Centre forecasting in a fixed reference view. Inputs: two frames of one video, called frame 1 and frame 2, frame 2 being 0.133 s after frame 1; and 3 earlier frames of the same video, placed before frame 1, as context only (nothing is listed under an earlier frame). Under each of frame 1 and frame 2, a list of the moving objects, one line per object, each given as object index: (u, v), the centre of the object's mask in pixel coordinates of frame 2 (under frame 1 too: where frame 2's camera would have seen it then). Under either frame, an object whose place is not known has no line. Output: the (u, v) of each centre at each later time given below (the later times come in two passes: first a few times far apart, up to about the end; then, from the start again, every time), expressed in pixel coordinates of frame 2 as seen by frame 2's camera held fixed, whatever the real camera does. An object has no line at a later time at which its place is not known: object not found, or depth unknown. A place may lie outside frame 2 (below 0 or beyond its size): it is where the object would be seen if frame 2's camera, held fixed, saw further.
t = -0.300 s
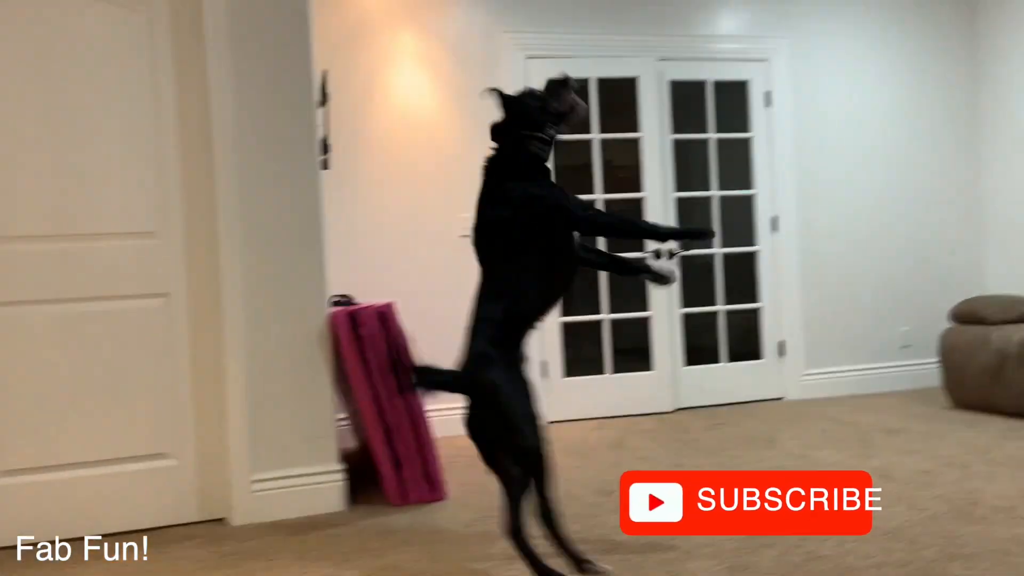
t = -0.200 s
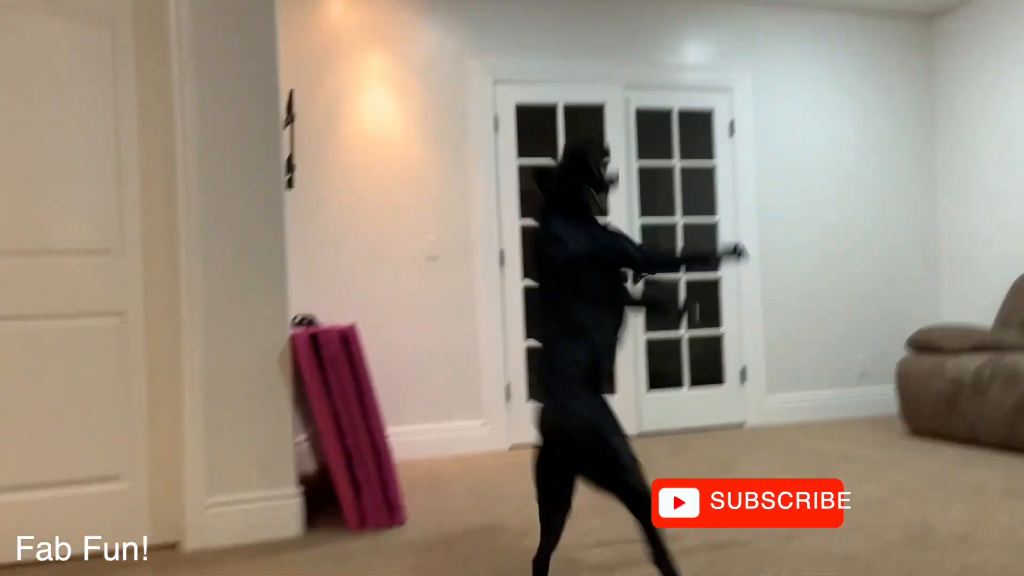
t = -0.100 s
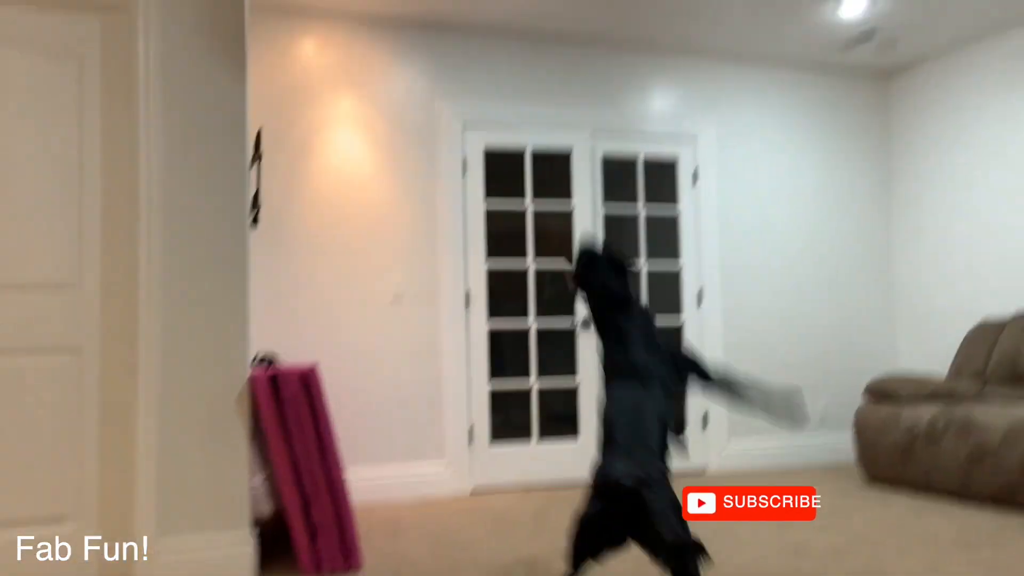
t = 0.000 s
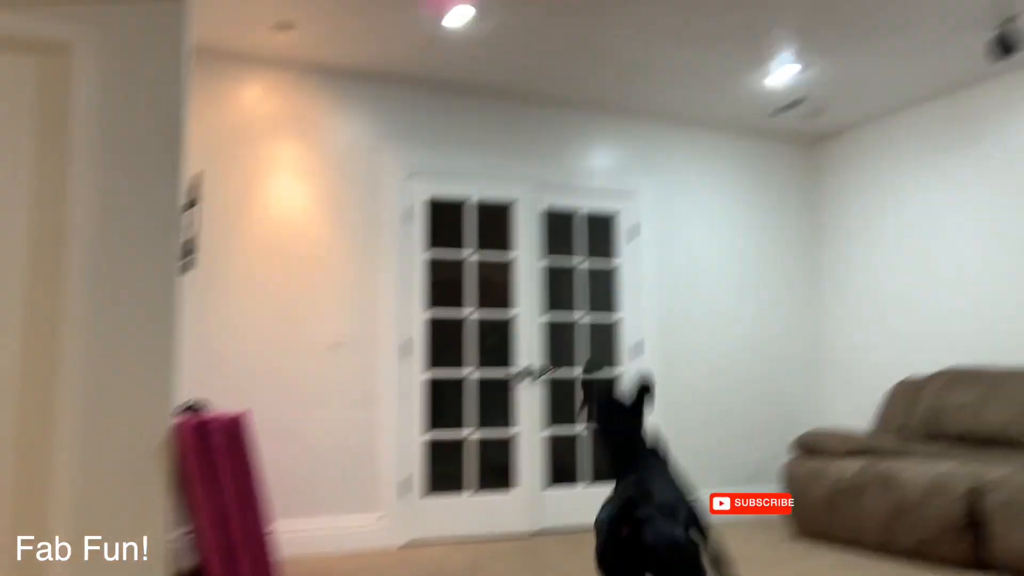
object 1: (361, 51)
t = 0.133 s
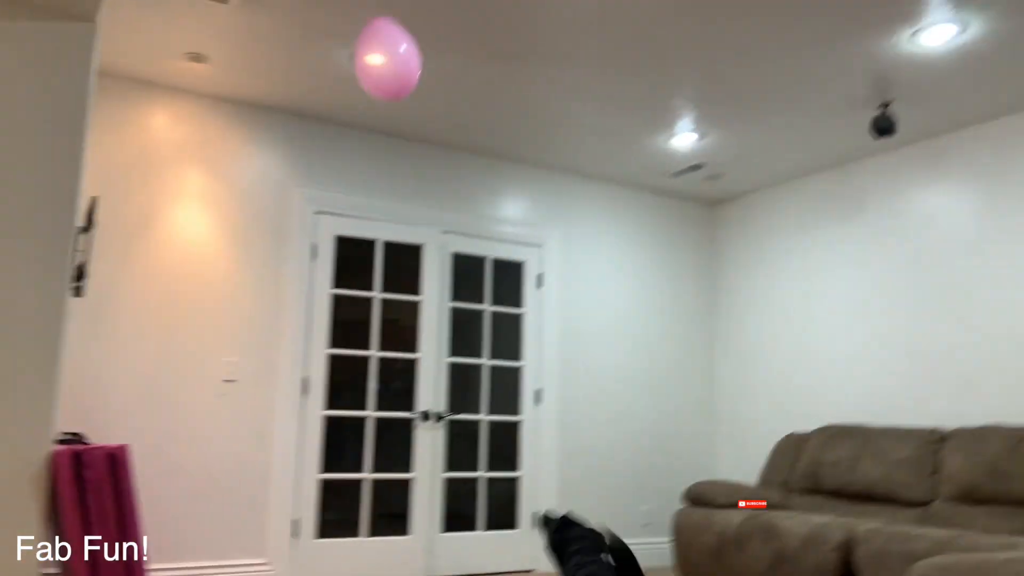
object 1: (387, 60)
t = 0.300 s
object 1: (409, 110)
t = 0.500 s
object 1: (432, 179)
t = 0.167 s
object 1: (391, 69)
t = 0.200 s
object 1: (395, 80)
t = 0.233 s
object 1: (400, 91)
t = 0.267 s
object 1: (404, 100)
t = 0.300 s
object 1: (409, 110)
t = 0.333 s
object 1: (413, 120)
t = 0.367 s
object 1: (417, 131)
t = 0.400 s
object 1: (420, 142)
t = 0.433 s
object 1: (424, 154)
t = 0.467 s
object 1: (427, 167)
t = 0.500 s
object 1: (432, 179)
